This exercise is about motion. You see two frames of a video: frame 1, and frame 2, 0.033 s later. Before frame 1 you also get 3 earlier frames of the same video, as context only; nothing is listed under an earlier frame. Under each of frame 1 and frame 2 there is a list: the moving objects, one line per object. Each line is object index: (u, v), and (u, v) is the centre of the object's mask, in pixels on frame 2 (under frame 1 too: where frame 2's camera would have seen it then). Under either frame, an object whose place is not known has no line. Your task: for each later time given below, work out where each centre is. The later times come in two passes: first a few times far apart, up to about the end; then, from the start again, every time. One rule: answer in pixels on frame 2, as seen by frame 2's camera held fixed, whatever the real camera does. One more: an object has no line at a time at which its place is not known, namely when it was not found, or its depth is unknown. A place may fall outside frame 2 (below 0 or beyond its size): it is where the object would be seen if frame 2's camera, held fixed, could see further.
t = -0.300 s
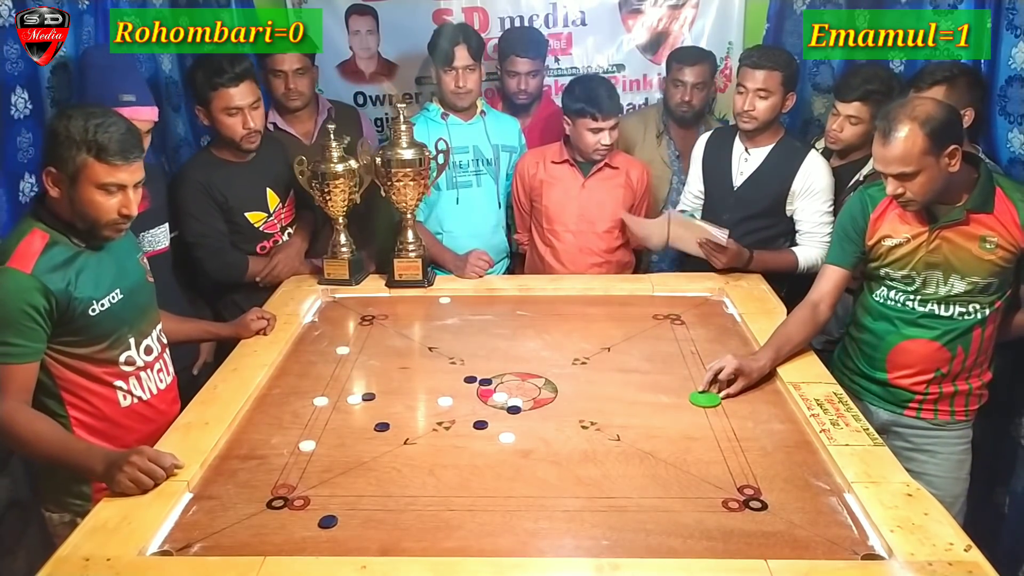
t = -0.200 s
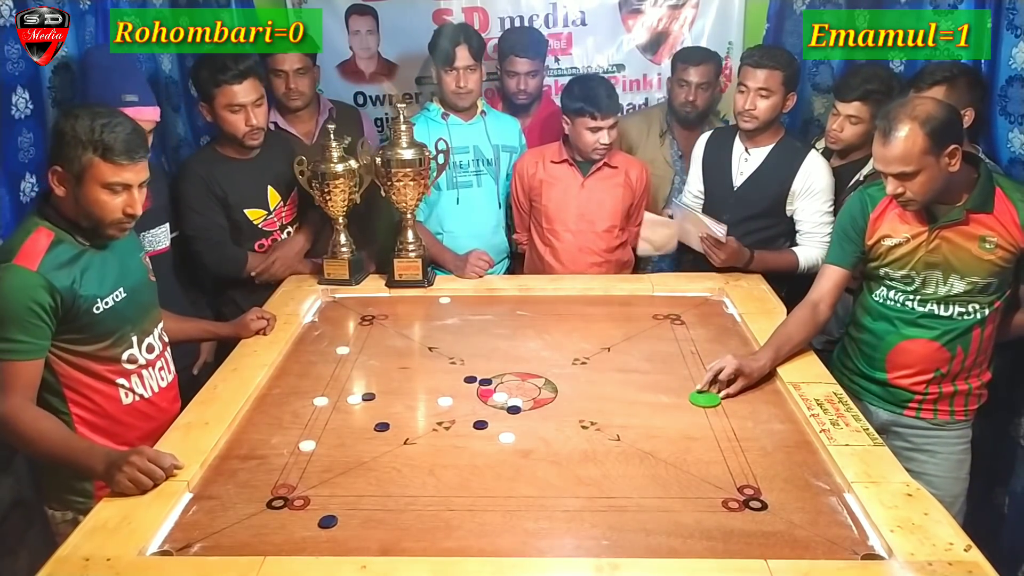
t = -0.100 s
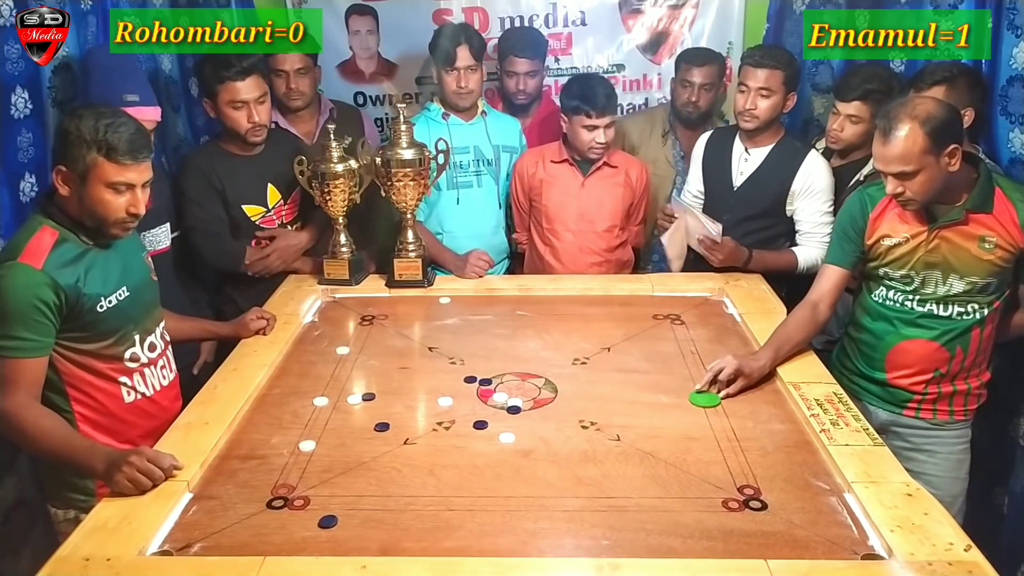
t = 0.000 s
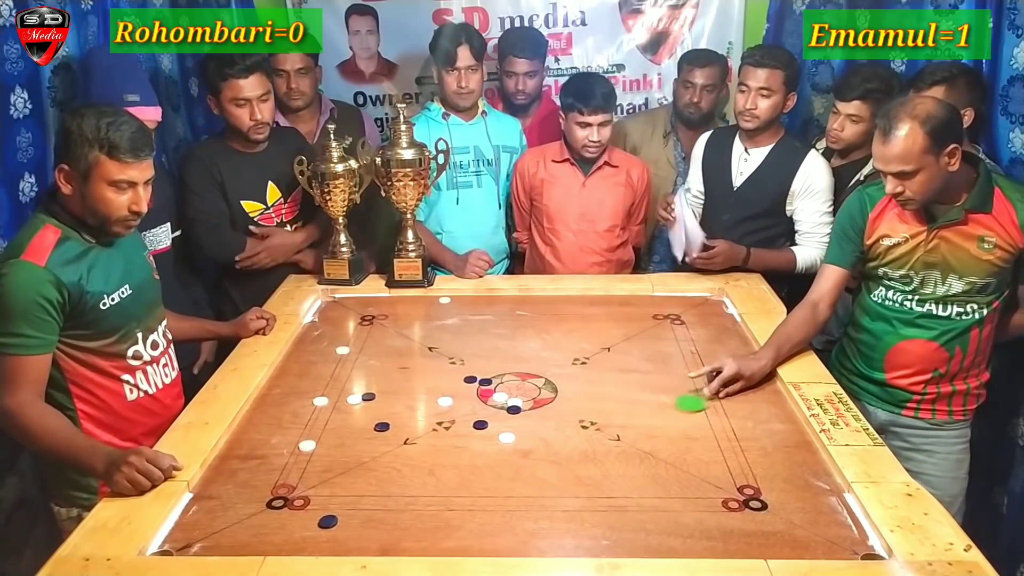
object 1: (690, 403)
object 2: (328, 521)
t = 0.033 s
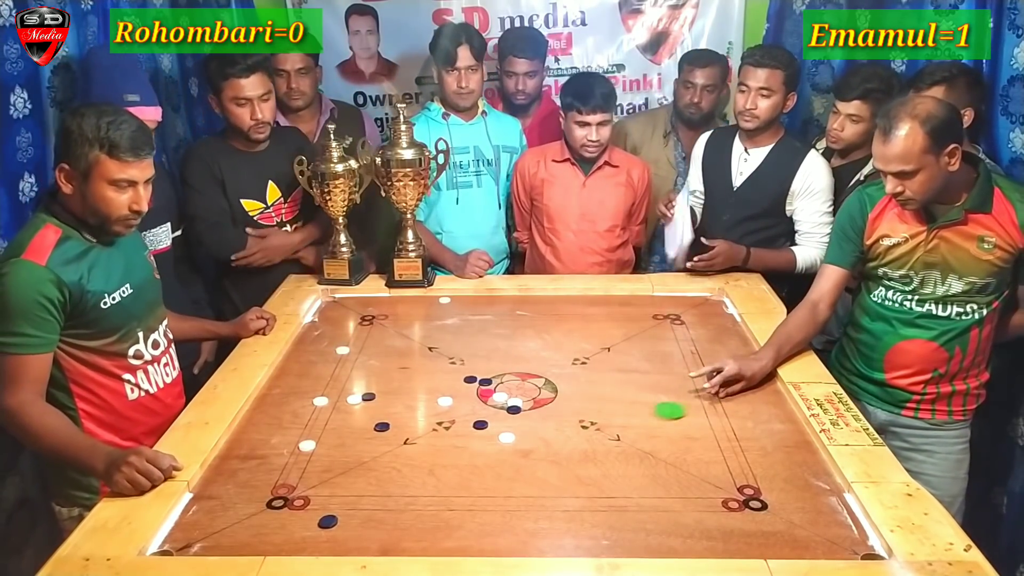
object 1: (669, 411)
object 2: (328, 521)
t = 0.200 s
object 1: (563, 445)
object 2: (328, 521)
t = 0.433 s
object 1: (418, 488)
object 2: (328, 521)
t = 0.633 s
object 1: (315, 512)
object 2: (278, 551)
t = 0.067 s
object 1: (648, 418)
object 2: (328, 521)
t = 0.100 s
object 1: (627, 425)
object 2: (328, 521)
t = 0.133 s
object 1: (605, 432)
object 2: (328, 521)
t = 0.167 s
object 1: (584, 438)
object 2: (328, 521)
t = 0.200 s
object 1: (563, 445)
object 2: (328, 521)
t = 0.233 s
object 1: (541, 452)
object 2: (328, 521)
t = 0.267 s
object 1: (520, 458)
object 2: (328, 521)
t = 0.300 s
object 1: (499, 464)
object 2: (328, 521)
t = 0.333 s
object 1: (478, 471)
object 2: (328, 521)
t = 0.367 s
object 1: (458, 477)
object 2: (328, 521)
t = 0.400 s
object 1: (437, 482)
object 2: (328, 521)
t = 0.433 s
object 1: (418, 488)
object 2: (328, 521)
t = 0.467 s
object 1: (397, 494)
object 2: (328, 522)
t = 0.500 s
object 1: (378, 499)
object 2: (328, 521)
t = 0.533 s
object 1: (360, 503)
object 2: (328, 521)
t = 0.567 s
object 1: (343, 507)
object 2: (319, 527)
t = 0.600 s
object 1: (328, 510)
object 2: (298, 540)
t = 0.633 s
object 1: (315, 512)
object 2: (278, 551)
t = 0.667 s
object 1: (303, 514)
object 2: (265, 554)
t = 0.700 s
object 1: (291, 516)
